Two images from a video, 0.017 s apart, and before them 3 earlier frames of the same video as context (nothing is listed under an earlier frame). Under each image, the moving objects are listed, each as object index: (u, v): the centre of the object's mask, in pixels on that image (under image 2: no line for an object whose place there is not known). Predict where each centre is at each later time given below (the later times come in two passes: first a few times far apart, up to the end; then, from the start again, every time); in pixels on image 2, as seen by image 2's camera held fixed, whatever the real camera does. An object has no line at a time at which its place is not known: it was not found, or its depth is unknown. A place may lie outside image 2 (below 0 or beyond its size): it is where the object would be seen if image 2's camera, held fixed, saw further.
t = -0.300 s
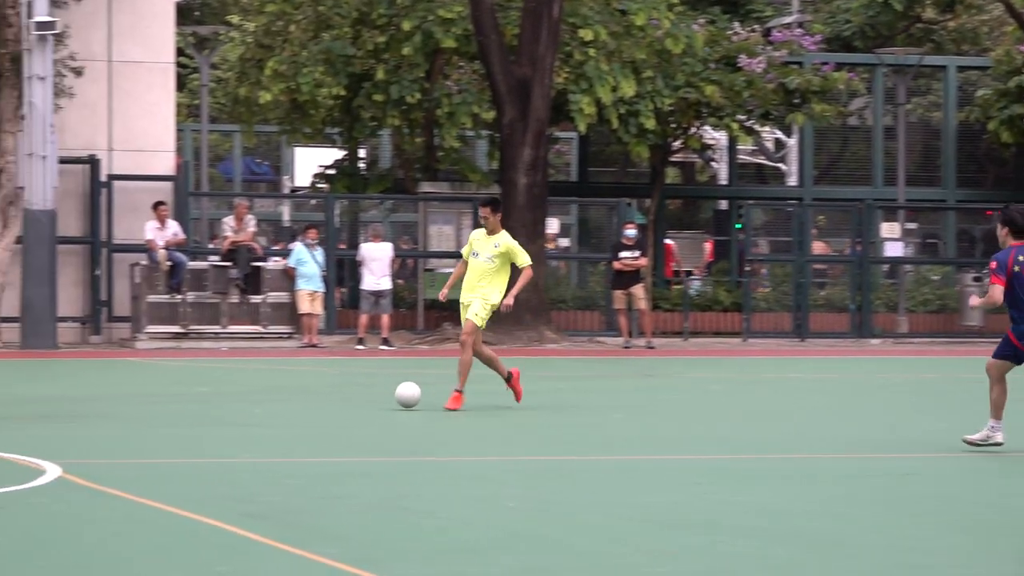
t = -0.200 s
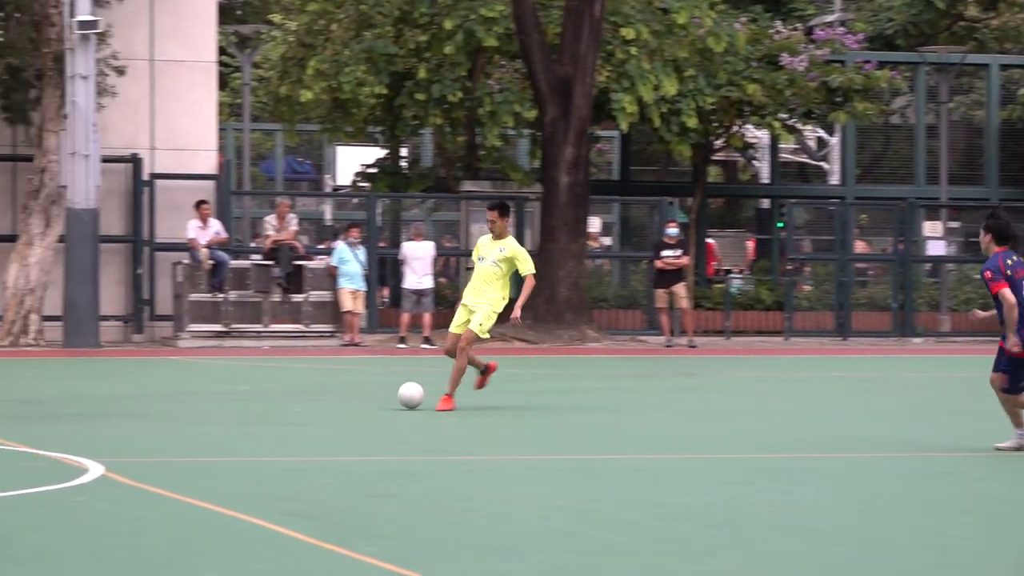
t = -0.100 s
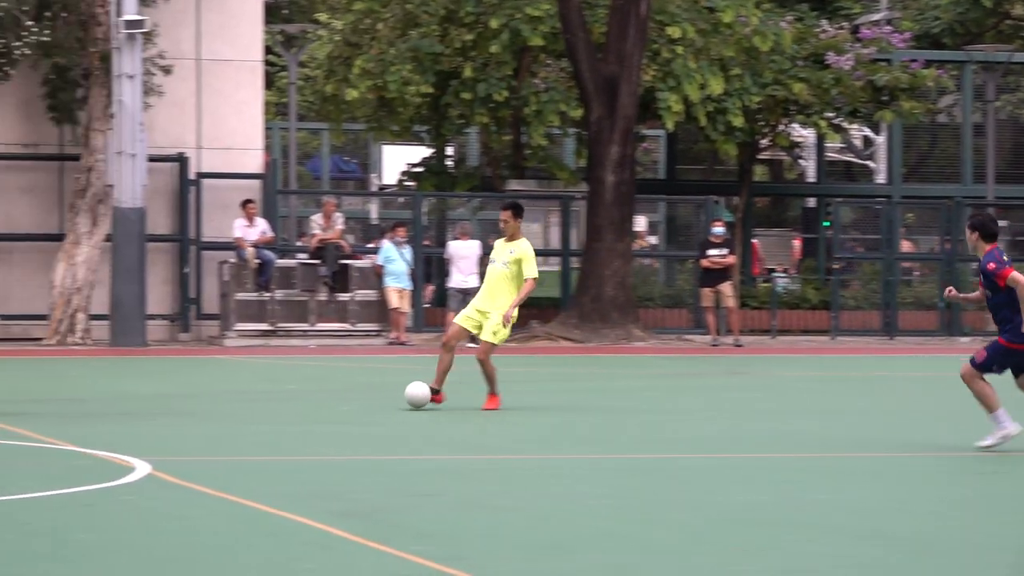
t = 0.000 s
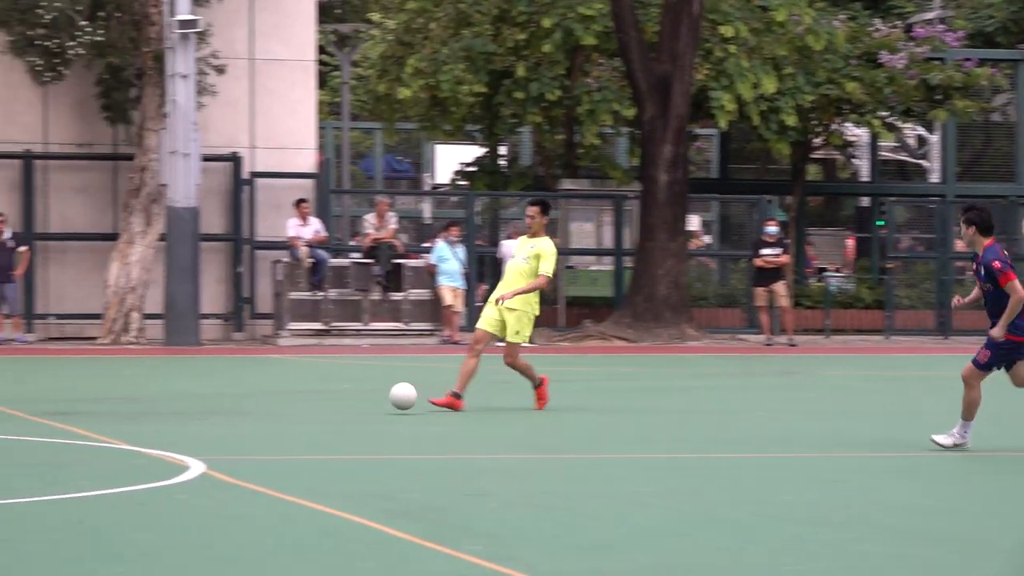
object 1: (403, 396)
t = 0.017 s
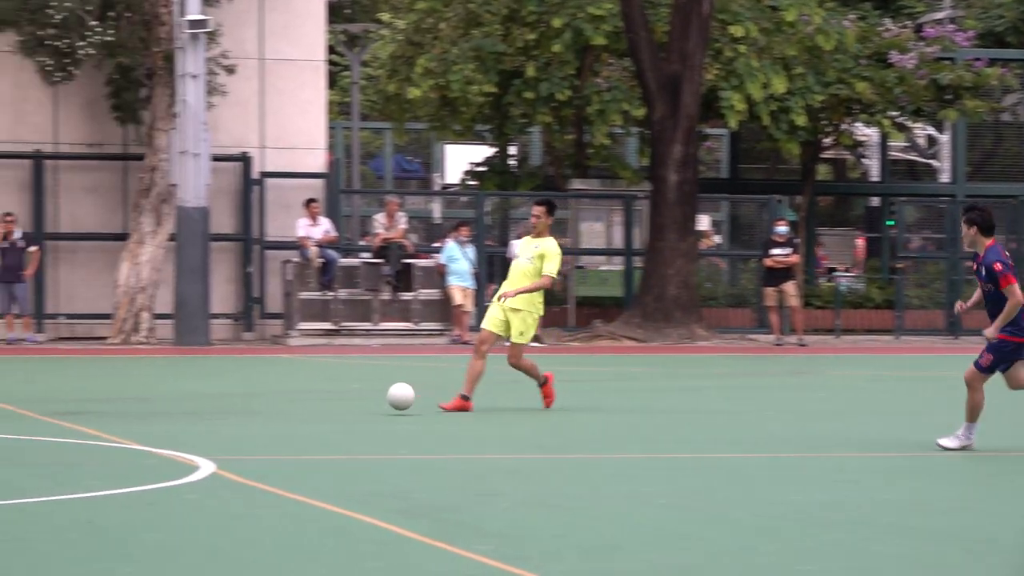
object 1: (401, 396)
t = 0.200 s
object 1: (264, 404)
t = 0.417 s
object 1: (98, 416)
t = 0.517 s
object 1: (19, 421)
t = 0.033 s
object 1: (388, 397)
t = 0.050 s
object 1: (376, 398)
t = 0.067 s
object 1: (363, 400)
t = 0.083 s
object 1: (351, 402)
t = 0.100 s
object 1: (338, 404)
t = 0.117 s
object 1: (326, 405)
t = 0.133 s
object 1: (314, 404)
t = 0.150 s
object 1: (302, 404)
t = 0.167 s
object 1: (289, 403)
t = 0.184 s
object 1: (277, 404)
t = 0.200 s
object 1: (264, 404)
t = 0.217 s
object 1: (252, 405)
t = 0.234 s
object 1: (239, 407)
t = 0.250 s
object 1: (225, 409)
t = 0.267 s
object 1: (212, 412)
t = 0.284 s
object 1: (200, 412)
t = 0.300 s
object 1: (187, 411)
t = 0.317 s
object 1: (175, 411)
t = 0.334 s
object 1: (163, 410)
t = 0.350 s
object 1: (150, 411)
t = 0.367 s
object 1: (138, 411)
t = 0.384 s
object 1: (125, 412)
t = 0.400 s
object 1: (111, 414)
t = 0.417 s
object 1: (98, 416)
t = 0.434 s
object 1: (84, 419)
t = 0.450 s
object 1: (71, 422)
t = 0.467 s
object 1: (58, 423)
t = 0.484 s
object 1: (45, 422)
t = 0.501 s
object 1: (32, 421)
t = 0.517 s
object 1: (19, 421)
